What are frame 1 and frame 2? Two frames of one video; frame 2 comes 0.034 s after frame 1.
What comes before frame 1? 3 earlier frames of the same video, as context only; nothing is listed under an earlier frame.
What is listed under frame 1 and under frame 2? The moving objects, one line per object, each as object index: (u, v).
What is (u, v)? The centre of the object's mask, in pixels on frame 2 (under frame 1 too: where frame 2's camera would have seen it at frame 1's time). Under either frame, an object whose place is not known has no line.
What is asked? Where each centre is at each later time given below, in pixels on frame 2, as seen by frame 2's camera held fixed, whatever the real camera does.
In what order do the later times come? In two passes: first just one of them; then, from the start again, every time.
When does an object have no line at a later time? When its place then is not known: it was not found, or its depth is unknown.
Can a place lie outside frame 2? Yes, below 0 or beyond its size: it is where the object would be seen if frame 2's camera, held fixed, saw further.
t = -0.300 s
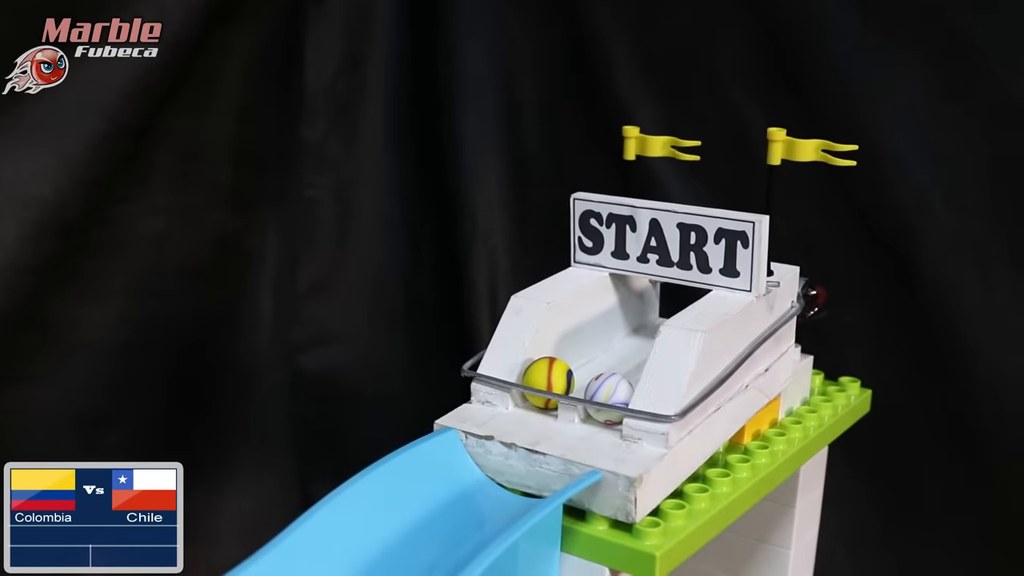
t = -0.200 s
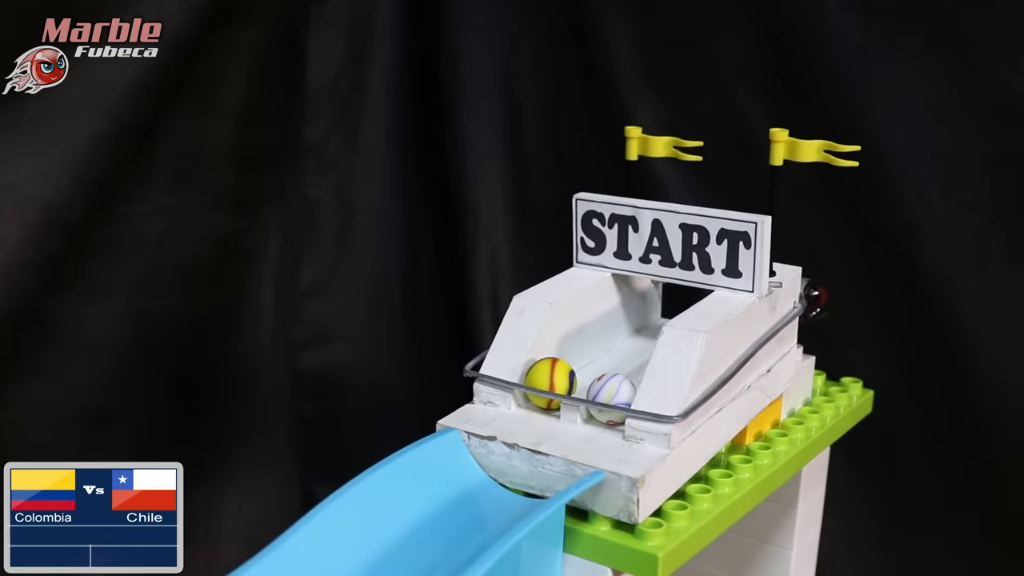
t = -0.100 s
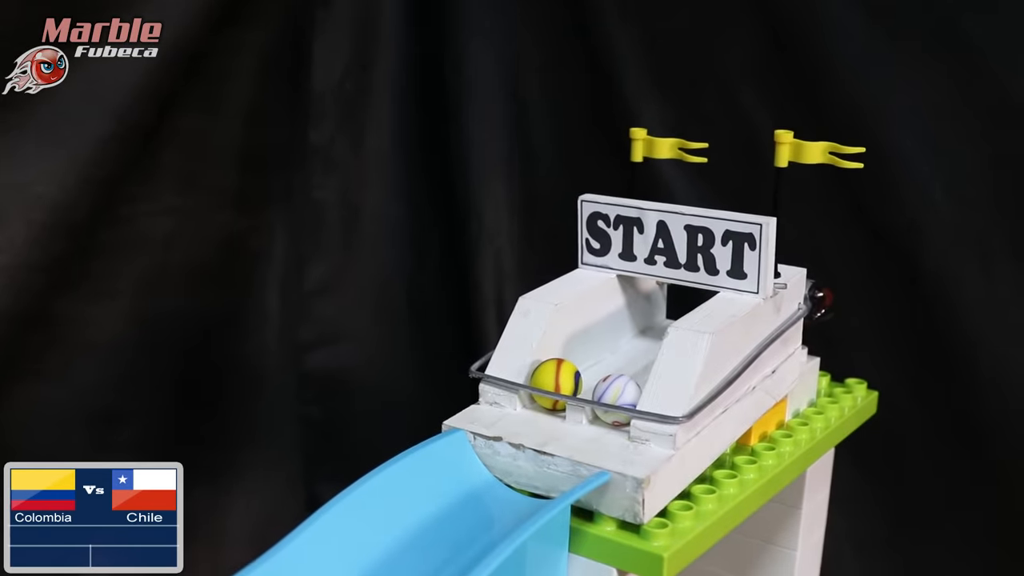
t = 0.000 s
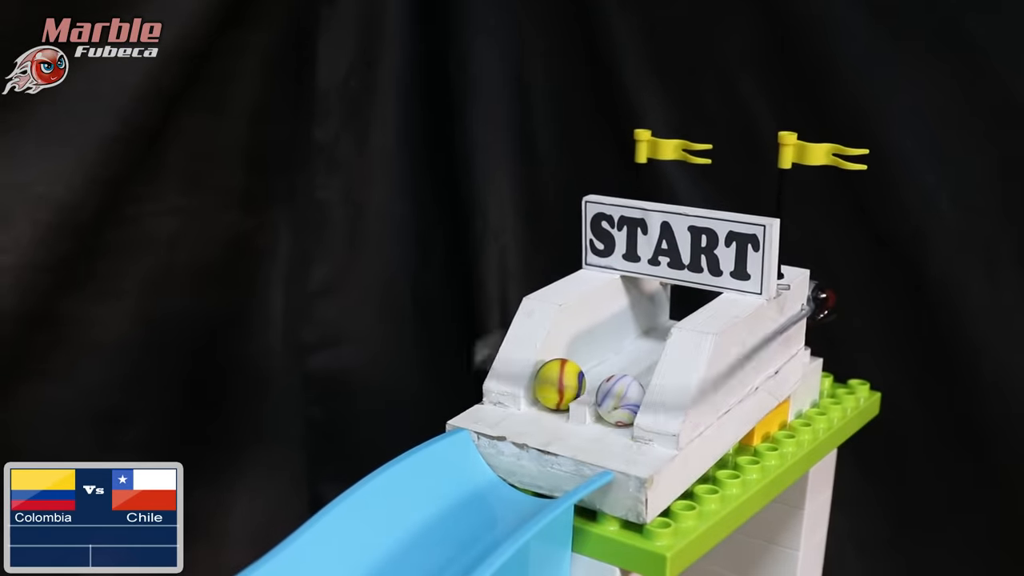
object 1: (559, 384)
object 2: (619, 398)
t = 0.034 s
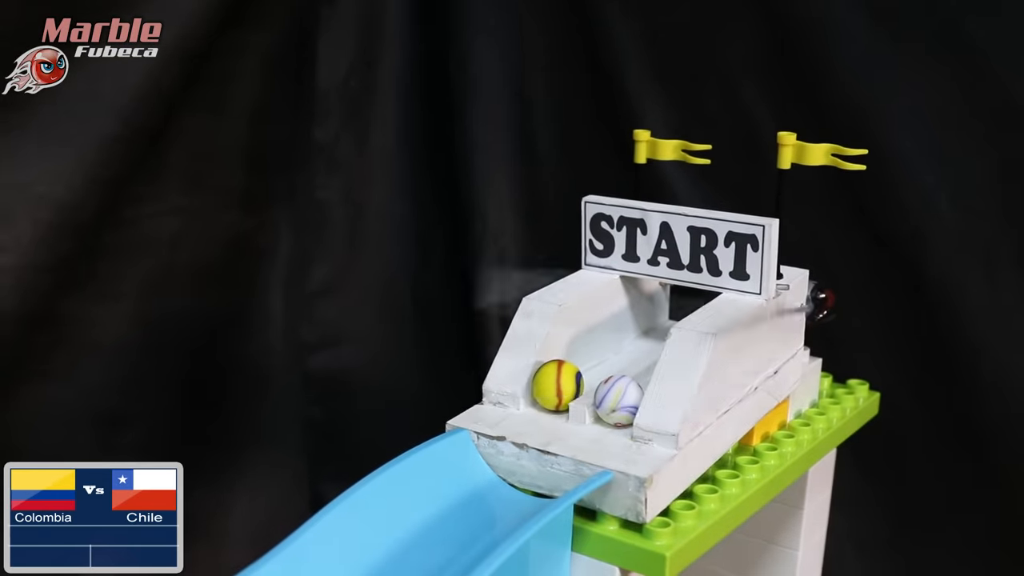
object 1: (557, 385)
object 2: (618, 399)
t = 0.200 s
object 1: (528, 404)
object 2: (592, 419)
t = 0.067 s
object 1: (555, 387)
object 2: (616, 401)
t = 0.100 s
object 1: (550, 390)
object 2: (612, 405)
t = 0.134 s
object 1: (545, 394)
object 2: (608, 408)
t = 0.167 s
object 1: (537, 398)
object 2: (600, 413)
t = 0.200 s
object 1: (528, 404)
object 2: (592, 419)
